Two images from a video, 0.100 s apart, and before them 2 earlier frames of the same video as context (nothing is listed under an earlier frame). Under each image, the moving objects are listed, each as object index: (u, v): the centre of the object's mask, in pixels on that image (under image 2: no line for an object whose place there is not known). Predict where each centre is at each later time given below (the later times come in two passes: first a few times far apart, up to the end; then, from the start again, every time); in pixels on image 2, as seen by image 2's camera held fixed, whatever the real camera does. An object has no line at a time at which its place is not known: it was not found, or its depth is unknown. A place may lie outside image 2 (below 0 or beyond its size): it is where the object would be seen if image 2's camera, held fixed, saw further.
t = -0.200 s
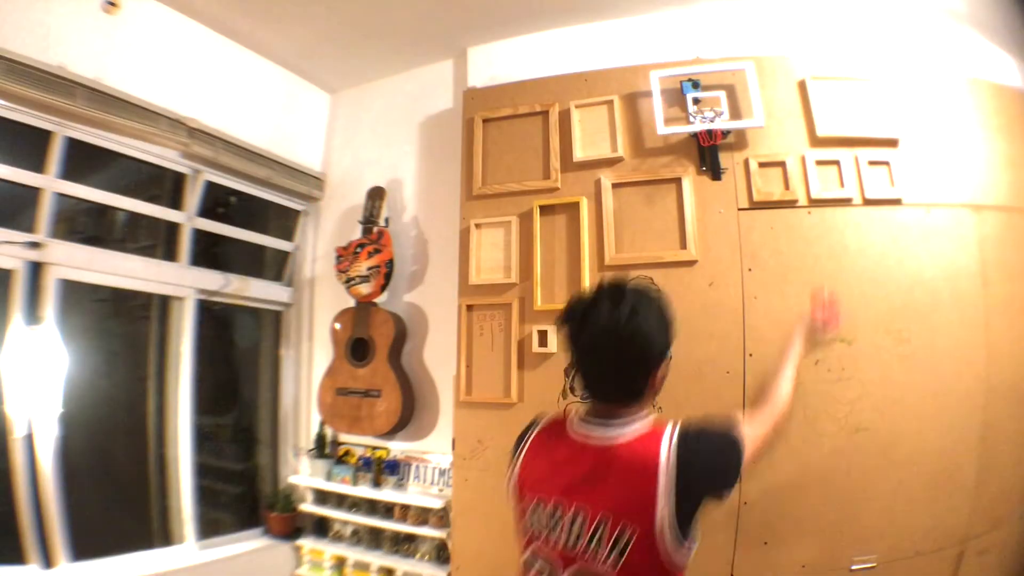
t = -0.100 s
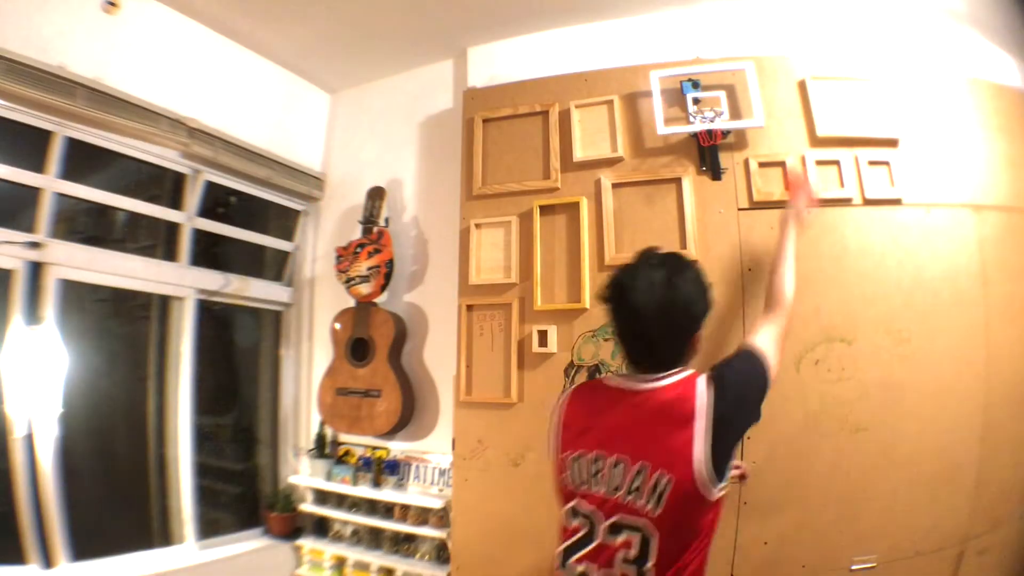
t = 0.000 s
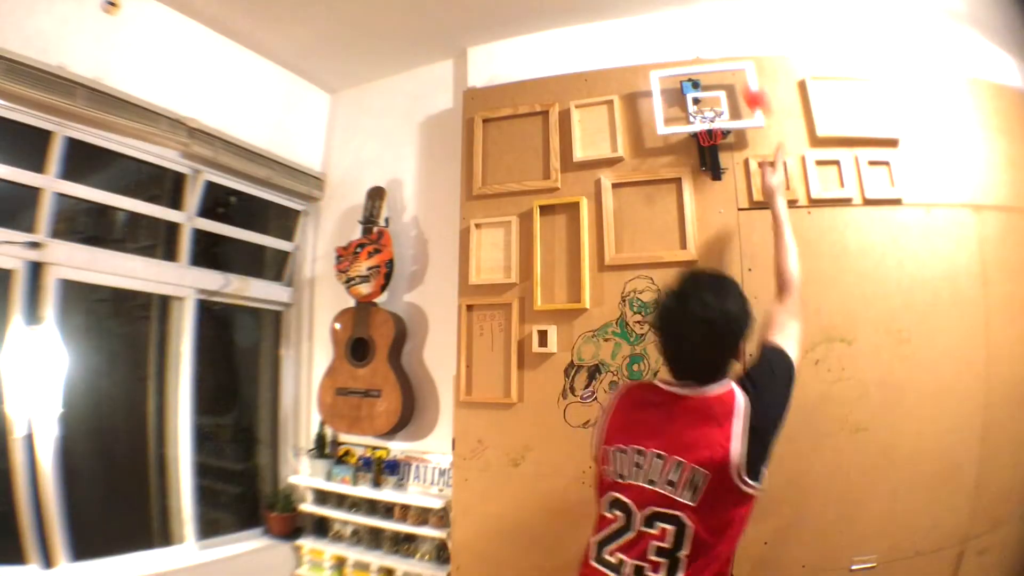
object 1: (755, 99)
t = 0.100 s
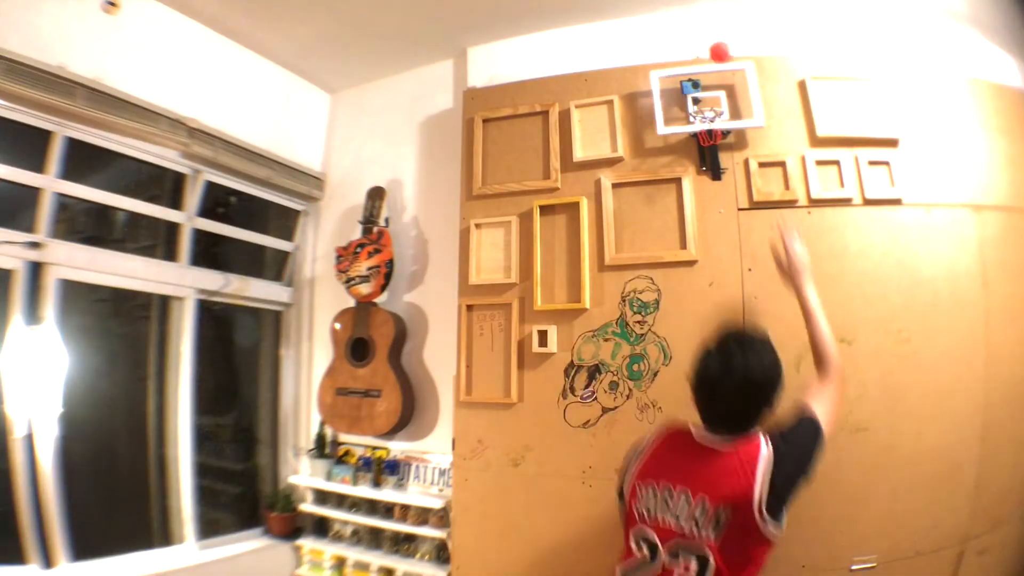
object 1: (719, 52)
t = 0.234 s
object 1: (680, 36)
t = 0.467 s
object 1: (629, 132)
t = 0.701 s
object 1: (567, 428)
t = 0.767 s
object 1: (543, 540)
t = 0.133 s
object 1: (708, 43)
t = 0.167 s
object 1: (698, 37)
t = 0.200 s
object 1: (689, 35)
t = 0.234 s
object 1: (680, 36)
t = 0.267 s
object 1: (672, 40)
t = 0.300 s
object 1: (664, 47)
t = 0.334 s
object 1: (656, 58)
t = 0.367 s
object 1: (648, 71)
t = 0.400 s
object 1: (640, 87)
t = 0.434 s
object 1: (636, 107)
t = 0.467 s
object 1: (629, 132)
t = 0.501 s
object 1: (621, 162)
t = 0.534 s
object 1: (613, 195)
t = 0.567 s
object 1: (606, 232)
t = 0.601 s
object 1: (598, 275)
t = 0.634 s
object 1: (588, 326)
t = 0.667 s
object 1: (577, 375)
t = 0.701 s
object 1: (567, 428)
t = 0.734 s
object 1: (556, 483)
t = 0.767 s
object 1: (543, 540)
